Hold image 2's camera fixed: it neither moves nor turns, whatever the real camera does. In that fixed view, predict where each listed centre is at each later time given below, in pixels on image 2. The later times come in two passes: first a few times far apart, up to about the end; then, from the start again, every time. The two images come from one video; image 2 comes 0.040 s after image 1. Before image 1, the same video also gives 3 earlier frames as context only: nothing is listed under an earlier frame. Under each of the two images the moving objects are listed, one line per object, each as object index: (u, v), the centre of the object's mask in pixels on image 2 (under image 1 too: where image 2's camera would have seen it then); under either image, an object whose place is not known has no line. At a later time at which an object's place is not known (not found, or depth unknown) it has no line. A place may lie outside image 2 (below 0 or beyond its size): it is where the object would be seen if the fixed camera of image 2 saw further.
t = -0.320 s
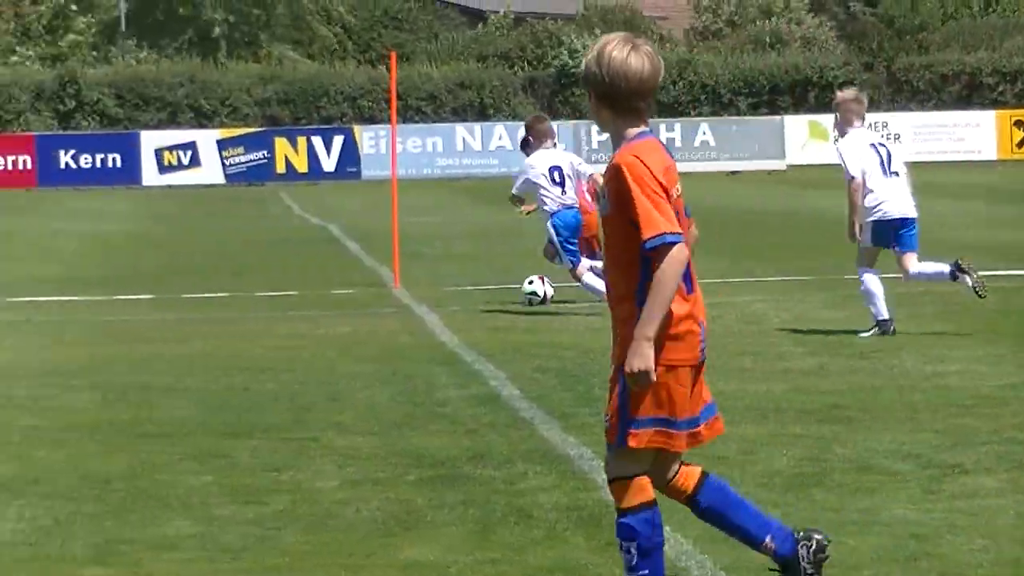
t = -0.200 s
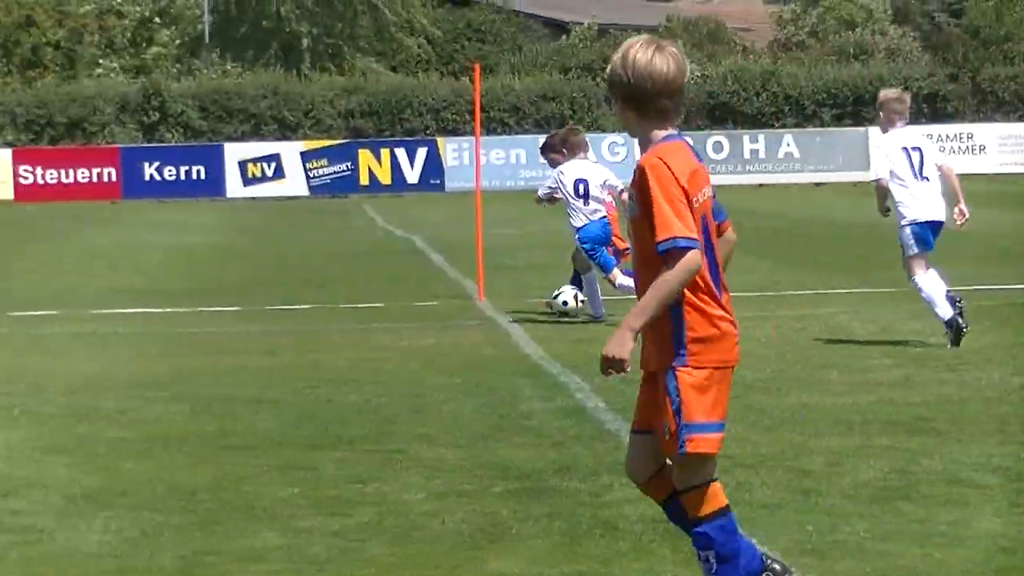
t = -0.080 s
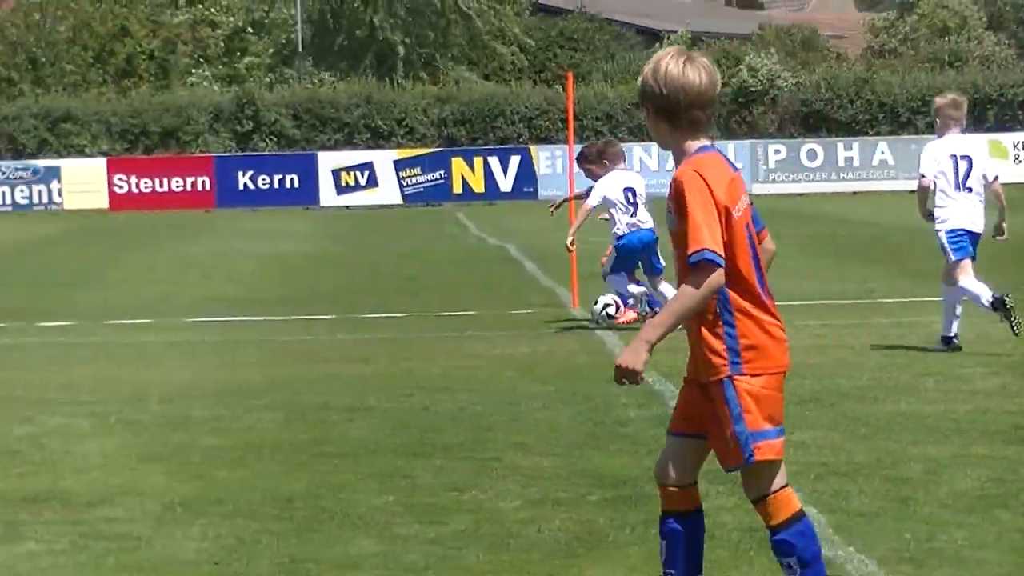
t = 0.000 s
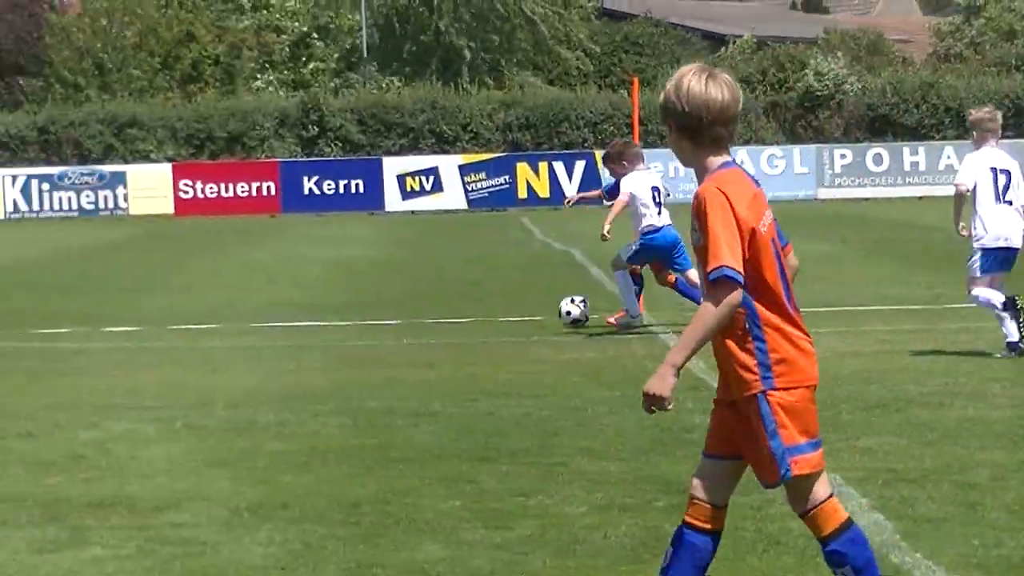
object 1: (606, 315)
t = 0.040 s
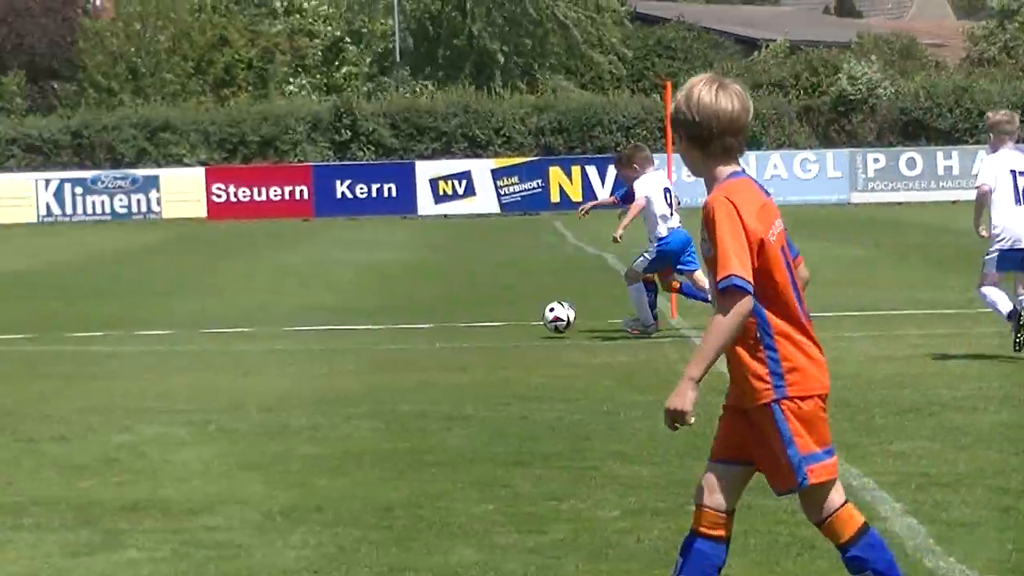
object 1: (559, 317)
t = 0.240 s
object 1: (355, 325)
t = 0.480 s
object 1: (189, 325)
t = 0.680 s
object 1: (69, 325)
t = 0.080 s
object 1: (511, 322)
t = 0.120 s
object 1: (465, 326)
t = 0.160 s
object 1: (428, 324)
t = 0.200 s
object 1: (391, 324)
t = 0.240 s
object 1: (355, 325)
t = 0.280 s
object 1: (321, 327)
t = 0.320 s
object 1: (294, 325)
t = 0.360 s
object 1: (267, 324)
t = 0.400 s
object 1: (241, 325)
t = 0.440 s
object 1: (213, 326)
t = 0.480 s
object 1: (189, 325)
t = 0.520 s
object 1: (165, 324)
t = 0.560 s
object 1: (141, 324)
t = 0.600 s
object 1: (117, 326)
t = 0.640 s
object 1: (93, 326)
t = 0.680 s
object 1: (69, 325)
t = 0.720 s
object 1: (46, 325)
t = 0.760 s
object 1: (22, 326)
